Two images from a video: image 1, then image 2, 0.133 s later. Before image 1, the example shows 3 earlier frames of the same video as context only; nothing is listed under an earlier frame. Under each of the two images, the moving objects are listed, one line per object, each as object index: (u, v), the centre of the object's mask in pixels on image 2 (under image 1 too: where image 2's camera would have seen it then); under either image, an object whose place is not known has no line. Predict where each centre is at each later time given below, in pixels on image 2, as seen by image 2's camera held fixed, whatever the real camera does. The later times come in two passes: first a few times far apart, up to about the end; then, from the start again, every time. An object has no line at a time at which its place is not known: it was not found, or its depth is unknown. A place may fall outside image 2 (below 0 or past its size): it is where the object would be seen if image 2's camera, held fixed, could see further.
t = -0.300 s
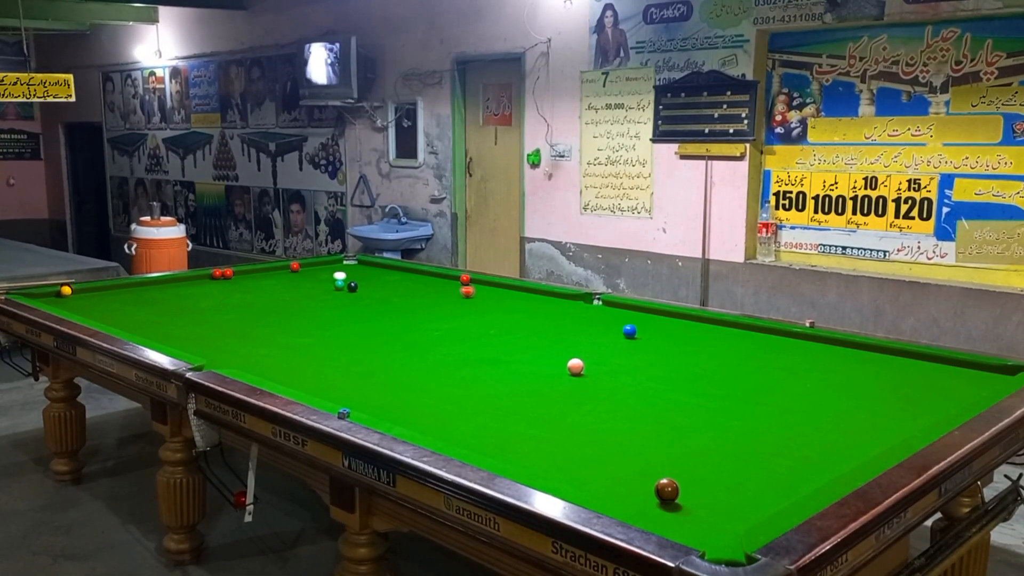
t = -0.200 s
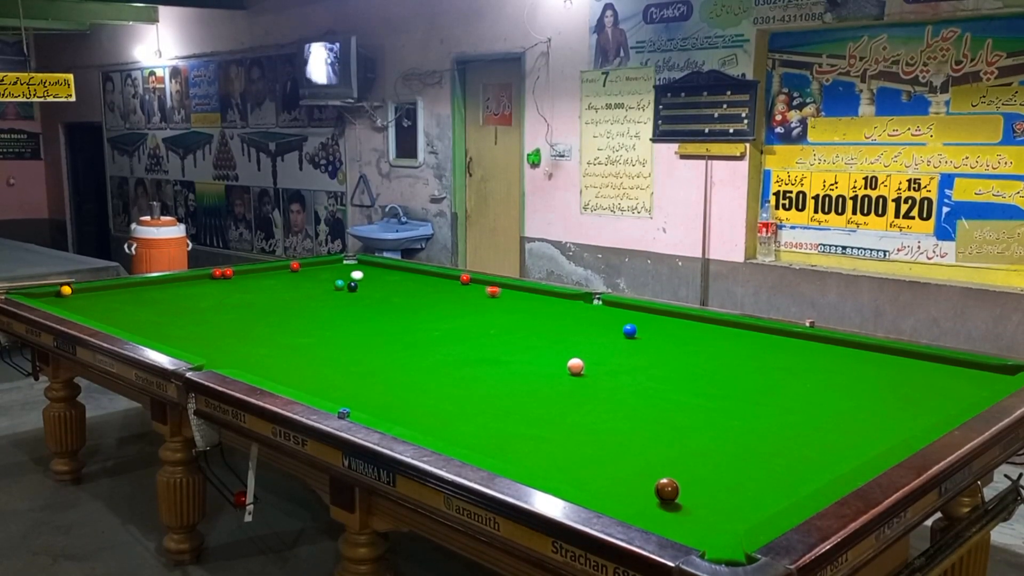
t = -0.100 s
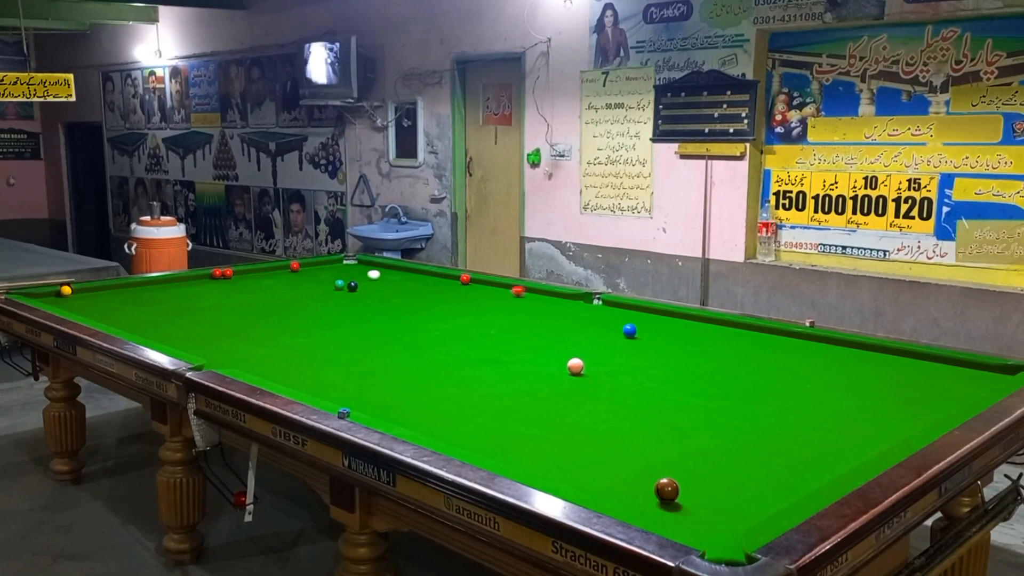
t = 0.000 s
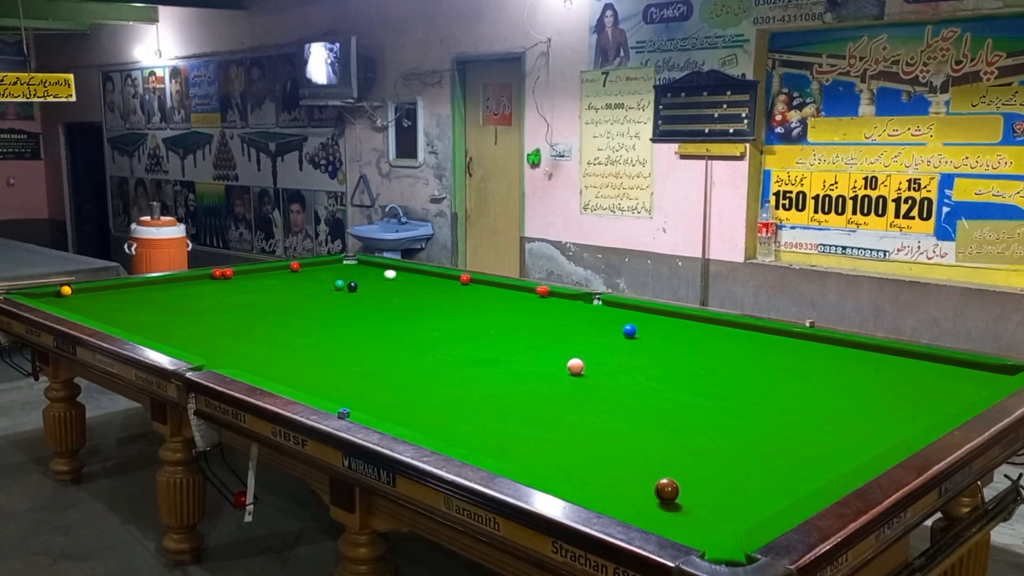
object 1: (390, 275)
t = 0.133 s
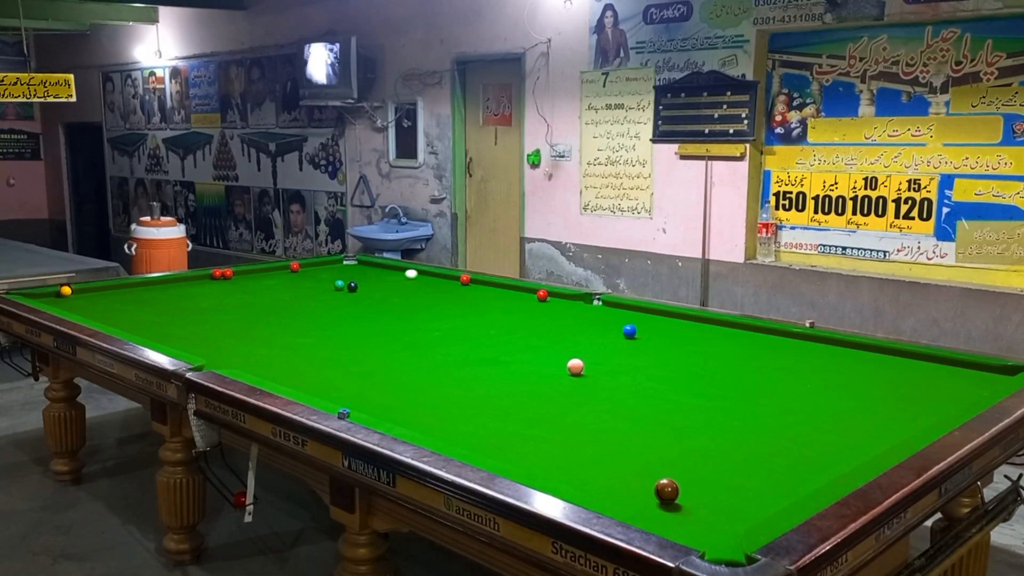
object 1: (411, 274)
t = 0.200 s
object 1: (421, 273)
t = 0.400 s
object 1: (429, 276)
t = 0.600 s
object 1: (425, 279)
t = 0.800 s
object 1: (421, 283)
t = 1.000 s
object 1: (416, 286)
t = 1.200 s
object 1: (412, 290)
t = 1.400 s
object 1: (407, 294)
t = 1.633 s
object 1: (401, 298)
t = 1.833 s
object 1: (395, 301)
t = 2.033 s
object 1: (390, 305)
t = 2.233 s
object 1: (385, 308)
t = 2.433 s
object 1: (380, 312)
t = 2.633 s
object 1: (373, 316)
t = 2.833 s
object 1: (368, 319)
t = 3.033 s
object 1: (363, 323)
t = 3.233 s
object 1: (359, 326)
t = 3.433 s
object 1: (354, 329)
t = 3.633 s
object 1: (349, 332)
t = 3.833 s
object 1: (345, 335)
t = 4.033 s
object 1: (340, 337)
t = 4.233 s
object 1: (336, 340)
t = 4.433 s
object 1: (333, 342)
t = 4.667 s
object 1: (330, 344)
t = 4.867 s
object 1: (327, 345)
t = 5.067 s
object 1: (326, 346)
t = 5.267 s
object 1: (325, 348)
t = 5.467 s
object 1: (324, 348)
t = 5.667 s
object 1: (324, 349)
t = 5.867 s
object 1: (324, 349)
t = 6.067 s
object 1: (324, 349)
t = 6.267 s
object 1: (324, 349)
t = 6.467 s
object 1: (324, 349)
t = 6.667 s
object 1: (324, 349)
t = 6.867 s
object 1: (324, 349)
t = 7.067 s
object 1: (324, 349)
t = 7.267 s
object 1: (324, 349)
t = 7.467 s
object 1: (324, 349)
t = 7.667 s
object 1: (324, 349)
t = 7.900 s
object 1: (324, 349)
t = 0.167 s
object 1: (416, 274)
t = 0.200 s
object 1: (421, 273)
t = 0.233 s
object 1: (426, 273)
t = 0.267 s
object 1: (431, 273)
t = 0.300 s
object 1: (432, 274)
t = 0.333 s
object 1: (431, 274)
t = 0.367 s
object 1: (430, 275)
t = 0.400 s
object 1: (429, 276)
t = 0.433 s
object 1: (428, 276)
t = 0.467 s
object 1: (428, 277)
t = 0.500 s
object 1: (427, 277)
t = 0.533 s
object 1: (427, 278)
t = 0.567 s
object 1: (426, 279)
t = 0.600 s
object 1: (425, 279)
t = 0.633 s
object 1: (424, 280)
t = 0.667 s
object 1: (424, 280)
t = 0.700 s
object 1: (423, 281)
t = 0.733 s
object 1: (422, 281)
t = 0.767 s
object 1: (421, 282)
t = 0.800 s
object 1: (421, 283)
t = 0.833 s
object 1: (420, 283)
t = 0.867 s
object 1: (419, 284)
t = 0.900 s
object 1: (418, 285)
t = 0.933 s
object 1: (418, 285)
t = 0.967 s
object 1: (417, 286)
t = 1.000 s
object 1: (416, 286)
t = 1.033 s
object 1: (415, 287)
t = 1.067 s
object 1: (415, 288)
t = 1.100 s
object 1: (414, 288)
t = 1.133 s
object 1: (413, 289)
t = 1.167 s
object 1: (412, 289)
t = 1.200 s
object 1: (412, 290)
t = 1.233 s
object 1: (411, 291)
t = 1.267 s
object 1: (410, 291)
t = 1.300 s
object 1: (409, 292)
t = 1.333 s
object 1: (408, 292)
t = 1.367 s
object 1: (407, 293)
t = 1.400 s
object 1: (407, 294)
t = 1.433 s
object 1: (406, 294)
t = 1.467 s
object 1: (405, 295)
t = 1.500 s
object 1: (404, 295)
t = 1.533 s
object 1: (403, 296)
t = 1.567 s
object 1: (402, 296)
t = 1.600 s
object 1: (401, 297)
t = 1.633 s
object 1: (401, 298)
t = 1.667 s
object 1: (400, 298)
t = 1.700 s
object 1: (399, 299)
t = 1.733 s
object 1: (398, 300)
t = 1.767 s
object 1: (397, 300)
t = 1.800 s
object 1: (396, 301)
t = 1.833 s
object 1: (395, 301)
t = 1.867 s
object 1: (394, 302)
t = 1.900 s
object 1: (394, 303)
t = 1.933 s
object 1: (393, 303)
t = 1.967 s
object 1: (392, 304)
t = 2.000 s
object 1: (391, 304)
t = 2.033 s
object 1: (390, 305)
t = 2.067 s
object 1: (389, 306)
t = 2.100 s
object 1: (388, 306)
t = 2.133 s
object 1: (388, 307)
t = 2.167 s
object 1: (387, 307)
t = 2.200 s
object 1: (386, 308)
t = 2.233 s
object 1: (385, 308)
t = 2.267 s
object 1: (384, 309)
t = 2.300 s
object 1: (383, 310)
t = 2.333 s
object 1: (382, 310)
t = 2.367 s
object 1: (381, 311)
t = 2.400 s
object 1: (380, 311)
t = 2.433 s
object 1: (380, 312)
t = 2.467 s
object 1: (379, 313)
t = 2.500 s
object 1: (378, 313)
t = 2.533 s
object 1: (377, 314)
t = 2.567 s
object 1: (376, 314)
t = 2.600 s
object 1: (375, 315)
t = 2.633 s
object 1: (373, 316)
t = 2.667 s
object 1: (372, 317)
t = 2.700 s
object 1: (371, 317)
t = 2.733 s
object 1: (371, 318)
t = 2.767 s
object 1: (370, 318)
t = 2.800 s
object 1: (369, 319)
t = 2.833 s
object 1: (368, 319)
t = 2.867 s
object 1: (367, 320)
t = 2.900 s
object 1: (367, 321)
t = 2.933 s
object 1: (366, 321)
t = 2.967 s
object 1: (365, 321)
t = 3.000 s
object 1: (364, 322)
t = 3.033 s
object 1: (363, 323)
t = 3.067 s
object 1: (362, 323)
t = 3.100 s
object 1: (362, 324)
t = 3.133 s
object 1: (361, 324)
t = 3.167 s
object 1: (360, 325)
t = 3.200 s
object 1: (359, 325)
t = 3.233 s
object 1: (359, 326)
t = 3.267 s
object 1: (358, 326)
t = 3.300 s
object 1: (357, 327)
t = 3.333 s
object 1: (356, 328)
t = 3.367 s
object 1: (355, 328)
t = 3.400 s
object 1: (354, 329)
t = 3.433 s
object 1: (354, 329)
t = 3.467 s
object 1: (353, 329)
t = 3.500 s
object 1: (352, 330)
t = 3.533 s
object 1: (351, 330)
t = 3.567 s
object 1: (351, 331)
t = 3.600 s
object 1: (350, 331)
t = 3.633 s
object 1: (349, 332)
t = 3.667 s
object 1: (349, 332)
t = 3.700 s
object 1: (348, 333)
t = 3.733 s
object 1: (347, 333)
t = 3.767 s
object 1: (346, 334)
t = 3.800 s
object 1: (346, 334)
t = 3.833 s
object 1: (345, 335)
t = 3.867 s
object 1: (344, 335)
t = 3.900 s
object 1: (343, 336)
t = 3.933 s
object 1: (342, 336)
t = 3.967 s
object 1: (342, 336)
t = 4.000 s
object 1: (341, 337)
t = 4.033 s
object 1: (340, 337)
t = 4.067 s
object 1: (340, 338)
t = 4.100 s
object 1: (339, 338)
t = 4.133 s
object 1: (338, 339)
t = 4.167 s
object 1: (338, 339)
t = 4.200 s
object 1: (337, 339)
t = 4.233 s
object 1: (336, 340)
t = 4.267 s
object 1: (336, 340)
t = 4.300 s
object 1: (335, 340)
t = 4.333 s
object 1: (335, 341)
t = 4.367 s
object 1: (334, 341)
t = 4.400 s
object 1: (333, 341)
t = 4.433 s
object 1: (333, 342)
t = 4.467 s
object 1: (333, 342)
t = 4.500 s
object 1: (332, 342)
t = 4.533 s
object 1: (331, 343)
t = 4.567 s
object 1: (331, 343)
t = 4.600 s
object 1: (330, 343)
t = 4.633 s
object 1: (330, 343)
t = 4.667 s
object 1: (330, 344)
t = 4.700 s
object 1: (329, 344)
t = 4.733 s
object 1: (329, 344)
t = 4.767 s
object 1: (328, 345)
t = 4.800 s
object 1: (328, 345)
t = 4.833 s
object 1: (328, 345)
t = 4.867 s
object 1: (327, 345)
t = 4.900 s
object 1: (327, 346)
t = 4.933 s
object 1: (327, 346)
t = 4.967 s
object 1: (326, 346)
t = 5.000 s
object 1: (326, 346)
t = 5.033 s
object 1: (326, 346)
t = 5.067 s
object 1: (326, 346)
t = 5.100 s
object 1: (326, 347)
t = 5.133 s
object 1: (326, 347)
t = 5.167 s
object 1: (325, 347)
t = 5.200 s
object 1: (325, 347)
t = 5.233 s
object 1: (325, 348)
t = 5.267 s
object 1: (325, 348)
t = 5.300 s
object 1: (325, 348)
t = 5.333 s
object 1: (325, 348)
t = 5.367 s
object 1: (325, 348)
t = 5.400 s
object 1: (324, 348)
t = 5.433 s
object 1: (324, 348)
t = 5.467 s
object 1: (324, 348)
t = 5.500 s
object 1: (324, 348)
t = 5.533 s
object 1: (324, 348)
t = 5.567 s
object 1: (324, 349)
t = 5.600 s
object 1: (324, 349)
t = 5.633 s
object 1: (324, 349)
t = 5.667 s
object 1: (324, 349)
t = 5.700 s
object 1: (324, 349)
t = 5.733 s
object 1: (324, 349)
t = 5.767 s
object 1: (324, 349)
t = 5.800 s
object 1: (324, 349)
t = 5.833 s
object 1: (324, 349)
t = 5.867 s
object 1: (324, 349)
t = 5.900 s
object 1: (324, 349)
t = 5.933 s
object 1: (324, 349)
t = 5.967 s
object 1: (324, 349)
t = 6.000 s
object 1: (324, 349)
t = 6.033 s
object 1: (324, 349)
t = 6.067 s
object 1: (324, 349)
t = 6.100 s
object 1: (324, 349)
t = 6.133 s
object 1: (324, 349)
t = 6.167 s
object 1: (324, 349)
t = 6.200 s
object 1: (324, 349)
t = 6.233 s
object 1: (324, 349)
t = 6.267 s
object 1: (324, 349)
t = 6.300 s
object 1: (324, 349)
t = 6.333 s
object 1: (324, 349)
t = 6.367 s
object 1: (324, 349)
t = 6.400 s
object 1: (324, 349)
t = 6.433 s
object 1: (324, 349)
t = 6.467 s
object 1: (324, 349)
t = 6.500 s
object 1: (324, 349)
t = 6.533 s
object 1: (324, 349)
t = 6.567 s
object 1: (324, 349)
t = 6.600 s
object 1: (324, 349)
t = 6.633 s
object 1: (324, 349)
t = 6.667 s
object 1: (324, 349)
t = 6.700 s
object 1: (324, 349)
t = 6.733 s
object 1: (324, 349)
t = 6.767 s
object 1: (324, 349)
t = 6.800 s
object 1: (324, 349)
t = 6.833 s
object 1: (324, 349)
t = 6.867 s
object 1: (324, 349)
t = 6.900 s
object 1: (324, 349)
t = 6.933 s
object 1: (324, 349)
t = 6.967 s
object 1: (324, 349)
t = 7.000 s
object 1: (324, 349)
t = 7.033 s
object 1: (324, 349)
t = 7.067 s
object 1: (324, 349)
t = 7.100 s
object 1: (324, 349)
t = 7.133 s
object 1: (324, 349)
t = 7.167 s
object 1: (324, 349)
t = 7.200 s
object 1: (324, 349)
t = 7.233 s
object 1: (324, 349)
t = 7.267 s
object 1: (324, 349)
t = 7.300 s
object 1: (324, 349)
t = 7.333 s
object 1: (324, 349)
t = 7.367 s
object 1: (324, 349)
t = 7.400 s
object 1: (324, 349)
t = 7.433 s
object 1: (324, 349)
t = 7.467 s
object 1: (324, 349)
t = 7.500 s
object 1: (324, 349)
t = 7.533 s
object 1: (324, 349)
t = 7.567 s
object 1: (324, 349)
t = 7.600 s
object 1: (324, 349)
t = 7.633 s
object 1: (324, 349)
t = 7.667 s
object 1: (324, 349)
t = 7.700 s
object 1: (324, 349)
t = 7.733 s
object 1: (324, 349)
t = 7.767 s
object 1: (324, 349)
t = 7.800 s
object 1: (324, 349)
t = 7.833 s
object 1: (324, 349)
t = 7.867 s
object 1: (324, 349)
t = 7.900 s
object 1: (324, 349)
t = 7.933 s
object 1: (324, 349)
